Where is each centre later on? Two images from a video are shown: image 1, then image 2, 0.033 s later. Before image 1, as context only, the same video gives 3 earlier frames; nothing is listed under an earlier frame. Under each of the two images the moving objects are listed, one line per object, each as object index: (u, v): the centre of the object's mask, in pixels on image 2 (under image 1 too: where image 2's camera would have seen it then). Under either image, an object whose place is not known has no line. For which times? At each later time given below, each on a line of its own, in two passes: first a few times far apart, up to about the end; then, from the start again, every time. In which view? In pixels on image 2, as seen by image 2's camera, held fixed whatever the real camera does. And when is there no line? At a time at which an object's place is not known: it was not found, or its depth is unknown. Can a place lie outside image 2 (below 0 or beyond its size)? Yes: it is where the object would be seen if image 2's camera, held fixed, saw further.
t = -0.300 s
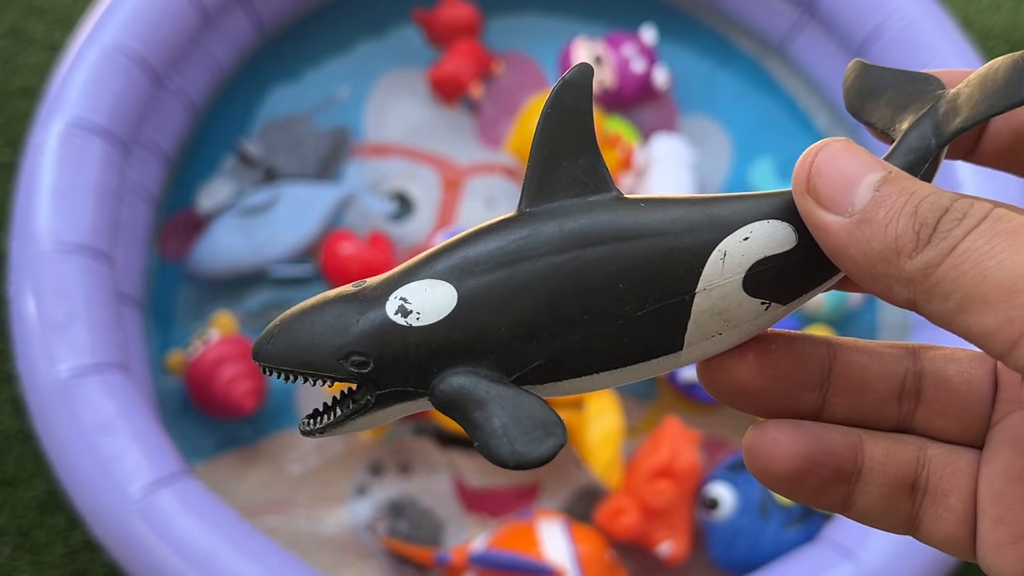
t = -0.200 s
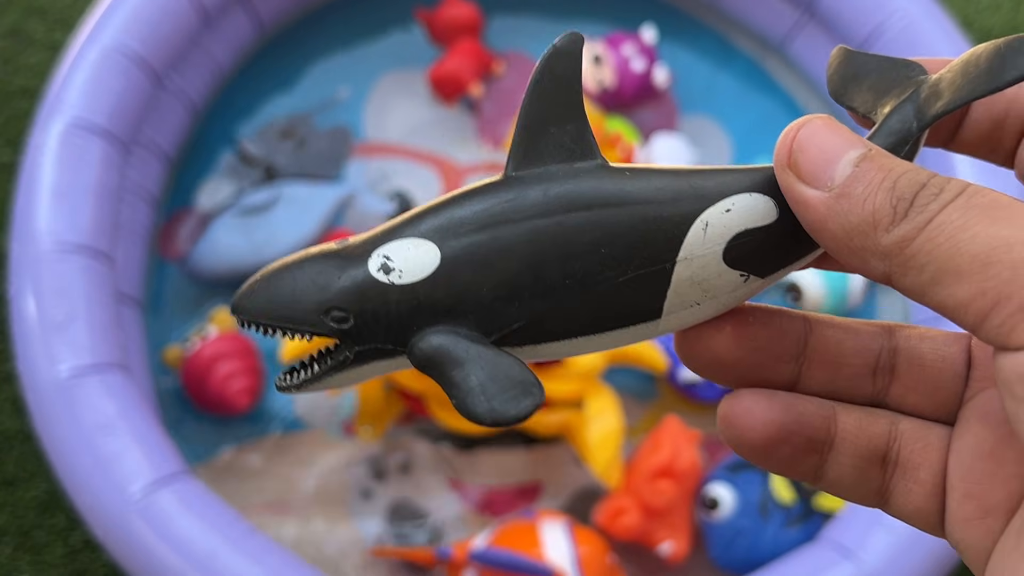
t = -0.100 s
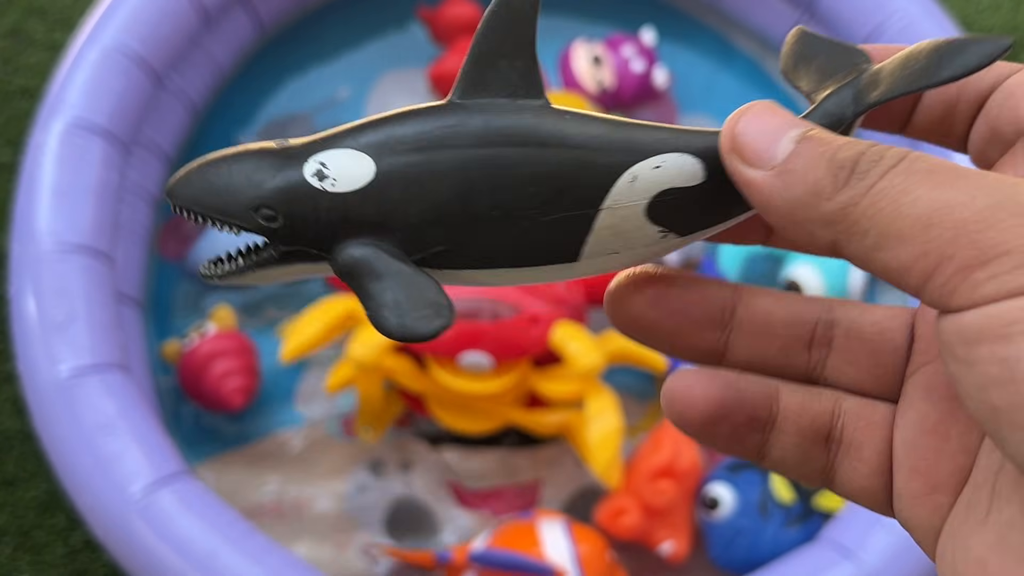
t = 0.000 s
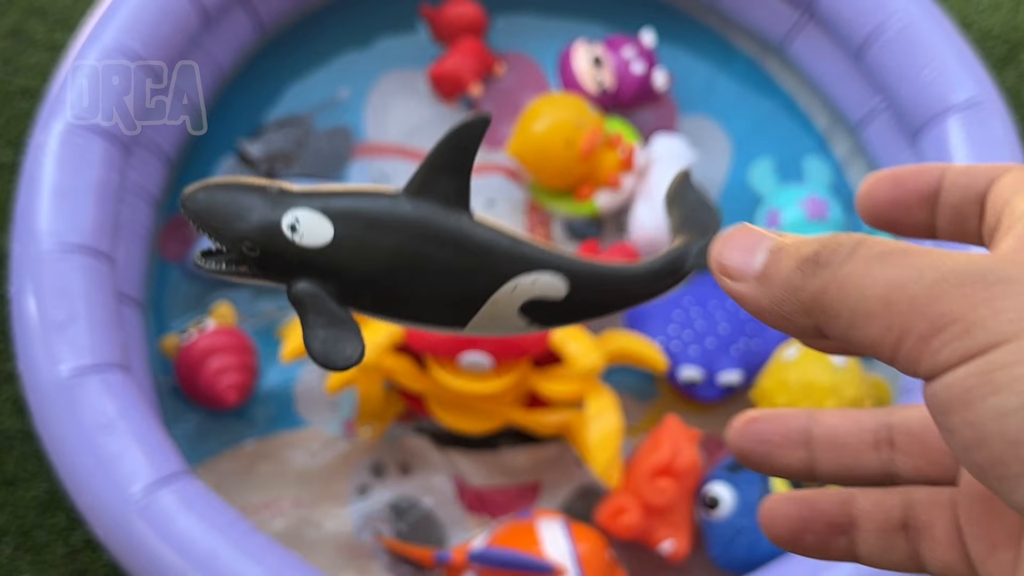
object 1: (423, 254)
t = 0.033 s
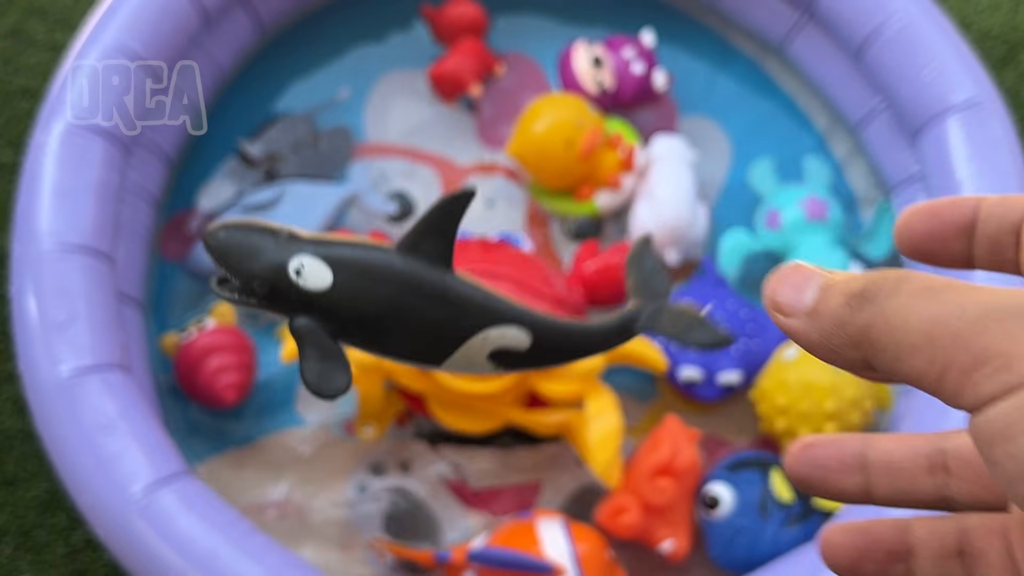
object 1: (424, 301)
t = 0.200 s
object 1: (400, 486)
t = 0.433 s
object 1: (391, 461)
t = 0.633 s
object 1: (399, 467)
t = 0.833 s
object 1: (389, 469)
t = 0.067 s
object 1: (402, 346)
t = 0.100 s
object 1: (406, 392)
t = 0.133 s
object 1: (406, 432)
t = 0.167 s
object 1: (401, 466)
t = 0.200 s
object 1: (400, 486)
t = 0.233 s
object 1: (371, 482)
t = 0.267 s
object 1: (394, 478)
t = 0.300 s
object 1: (392, 470)
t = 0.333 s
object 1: (386, 470)
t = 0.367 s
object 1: (384, 468)
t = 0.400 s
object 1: (388, 465)
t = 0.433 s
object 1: (391, 461)
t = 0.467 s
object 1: (392, 459)
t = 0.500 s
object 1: (400, 458)
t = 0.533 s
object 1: (408, 459)
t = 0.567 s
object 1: (402, 460)
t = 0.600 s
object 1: (405, 465)
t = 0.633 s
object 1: (399, 467)
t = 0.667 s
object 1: (400, 469)
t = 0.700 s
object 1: (397, 471)
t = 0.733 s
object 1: (394, 471)
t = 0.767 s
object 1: (392, 470)
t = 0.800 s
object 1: (390, 469)
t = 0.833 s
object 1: (389, 469)
